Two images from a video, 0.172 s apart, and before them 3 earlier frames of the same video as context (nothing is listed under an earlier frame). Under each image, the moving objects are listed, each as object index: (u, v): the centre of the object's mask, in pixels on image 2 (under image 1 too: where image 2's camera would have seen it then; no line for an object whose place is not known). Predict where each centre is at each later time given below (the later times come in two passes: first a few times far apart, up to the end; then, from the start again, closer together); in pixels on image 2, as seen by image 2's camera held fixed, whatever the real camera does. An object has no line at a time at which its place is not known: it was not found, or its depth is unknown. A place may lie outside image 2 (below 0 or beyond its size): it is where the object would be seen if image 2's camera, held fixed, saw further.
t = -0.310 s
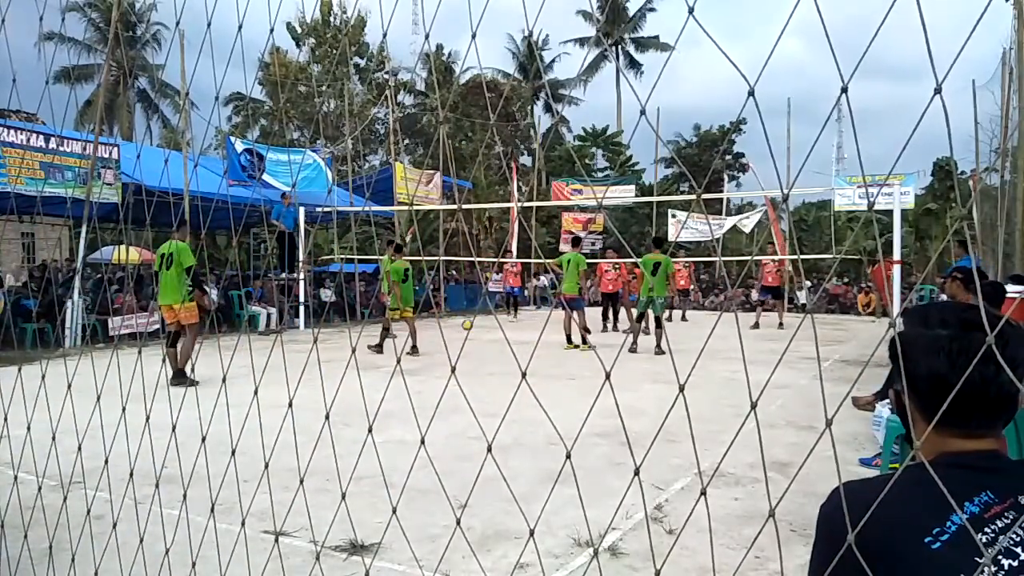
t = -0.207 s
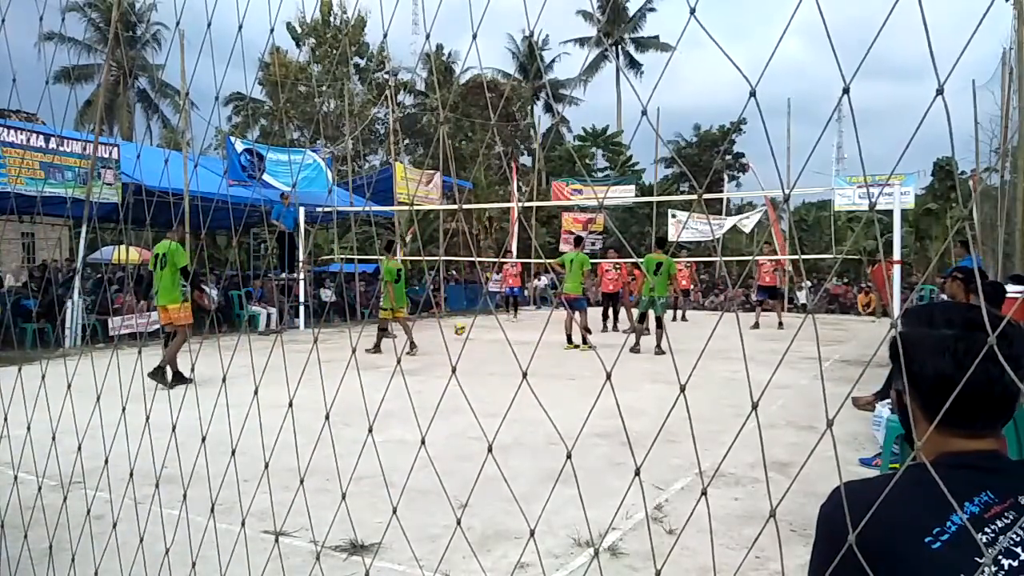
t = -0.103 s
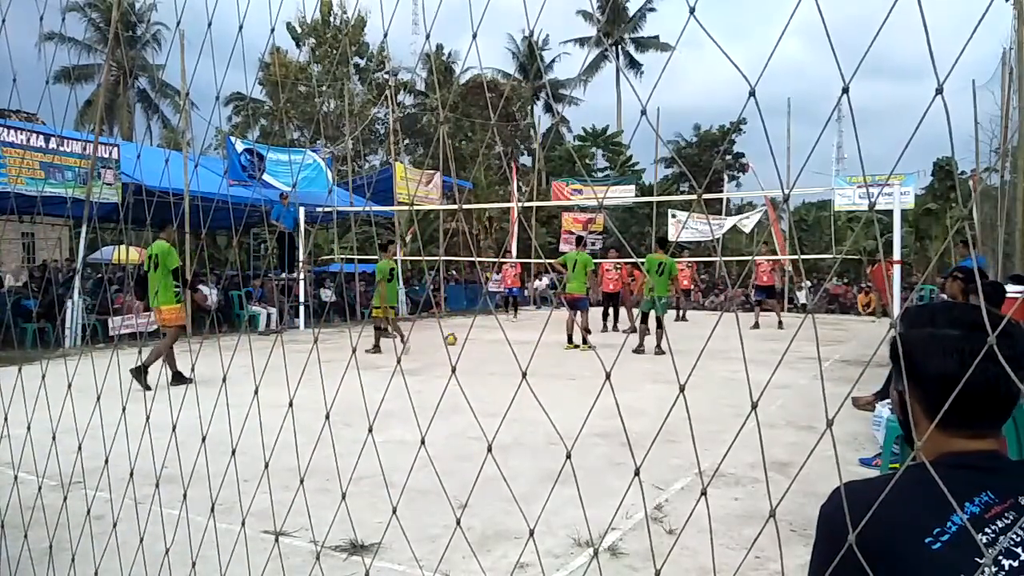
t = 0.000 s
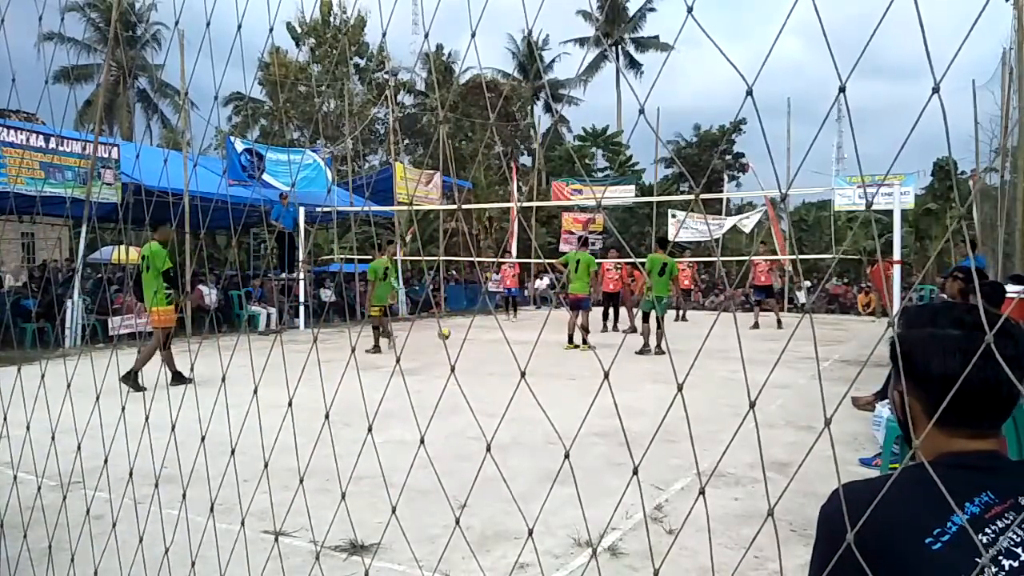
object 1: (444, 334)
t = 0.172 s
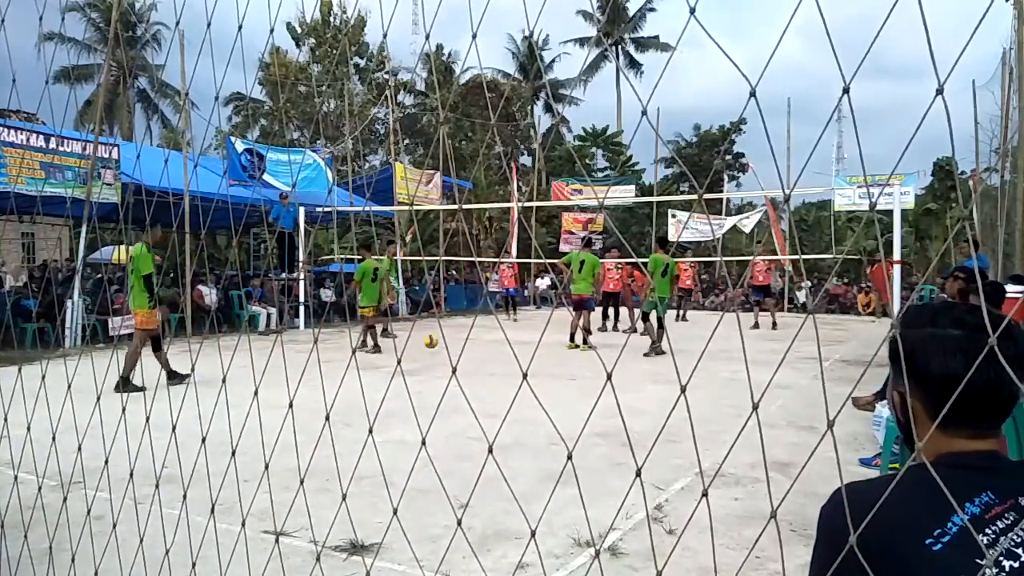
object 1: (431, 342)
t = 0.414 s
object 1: (410, 349)
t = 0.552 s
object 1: (396, 364)
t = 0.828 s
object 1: (362, 375)
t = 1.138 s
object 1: (312, 392)
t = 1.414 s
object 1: (254, 409)
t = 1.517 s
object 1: (229, 428)
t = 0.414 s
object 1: (410, 349)
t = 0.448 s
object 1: (406, 351)
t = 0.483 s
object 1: (403, 354)
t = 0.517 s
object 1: (400, 358)
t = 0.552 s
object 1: (396, 364)
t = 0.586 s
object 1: (392, 361)
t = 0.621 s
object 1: (389, 360)
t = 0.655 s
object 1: (384, 360)
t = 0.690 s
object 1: (380, 362)
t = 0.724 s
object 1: (375, 364)
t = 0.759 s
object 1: (371, 367)
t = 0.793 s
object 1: (367, 373)
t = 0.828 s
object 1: (362, 375)
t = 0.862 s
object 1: (357, 373)
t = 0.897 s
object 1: (352, 374)
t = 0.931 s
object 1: (347, 375)
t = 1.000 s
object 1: (336, 382)
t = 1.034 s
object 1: (330, 387)
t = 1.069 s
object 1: (324, 393)
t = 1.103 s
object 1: (318, 392)
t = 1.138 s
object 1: (312, 392)
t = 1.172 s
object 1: (306, 393)
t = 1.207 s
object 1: (299, 397)
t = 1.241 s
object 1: (292, 400)
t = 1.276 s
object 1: (285, 406)
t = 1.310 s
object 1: (279, 406)
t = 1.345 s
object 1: (270, 405)
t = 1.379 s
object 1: (262, 406)
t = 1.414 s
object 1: (254, 409)
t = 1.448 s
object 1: (246, 414)
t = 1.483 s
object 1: (237, 419)
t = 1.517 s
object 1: (229, 428)
